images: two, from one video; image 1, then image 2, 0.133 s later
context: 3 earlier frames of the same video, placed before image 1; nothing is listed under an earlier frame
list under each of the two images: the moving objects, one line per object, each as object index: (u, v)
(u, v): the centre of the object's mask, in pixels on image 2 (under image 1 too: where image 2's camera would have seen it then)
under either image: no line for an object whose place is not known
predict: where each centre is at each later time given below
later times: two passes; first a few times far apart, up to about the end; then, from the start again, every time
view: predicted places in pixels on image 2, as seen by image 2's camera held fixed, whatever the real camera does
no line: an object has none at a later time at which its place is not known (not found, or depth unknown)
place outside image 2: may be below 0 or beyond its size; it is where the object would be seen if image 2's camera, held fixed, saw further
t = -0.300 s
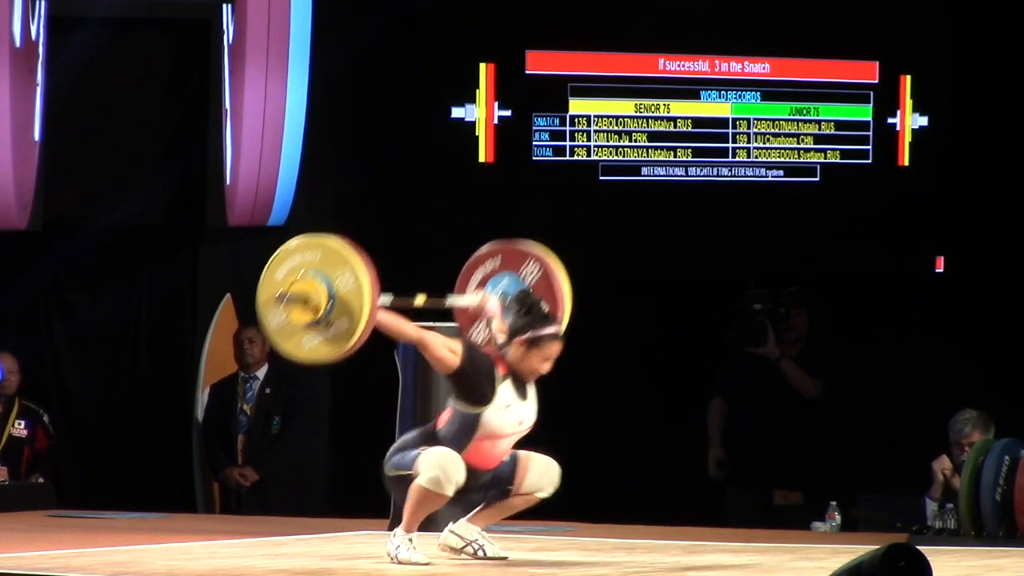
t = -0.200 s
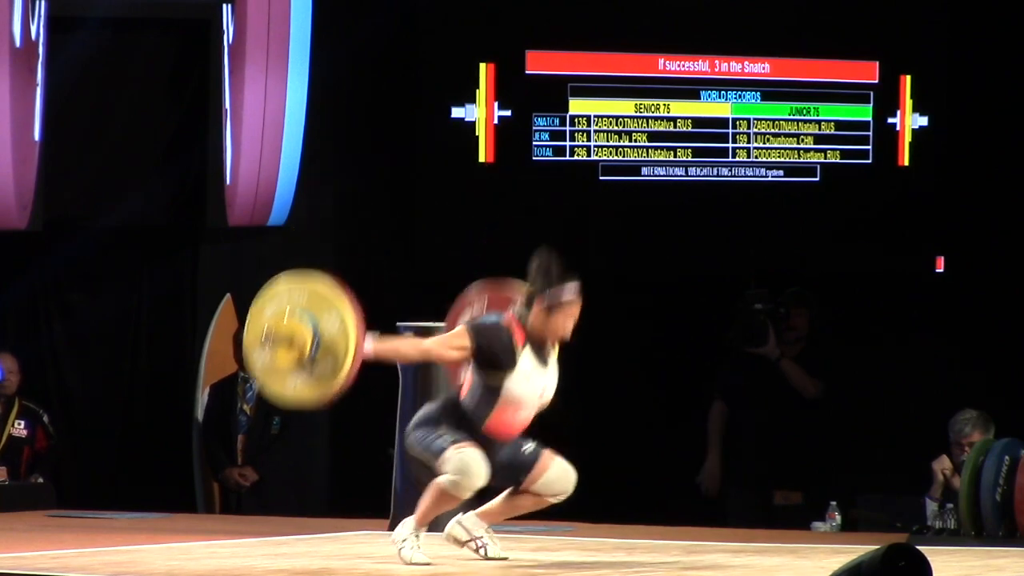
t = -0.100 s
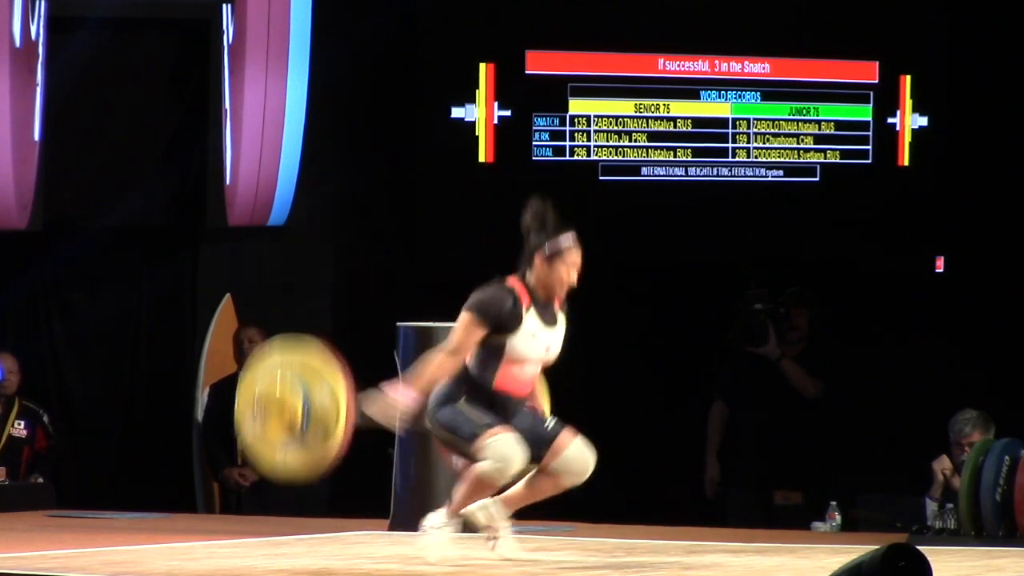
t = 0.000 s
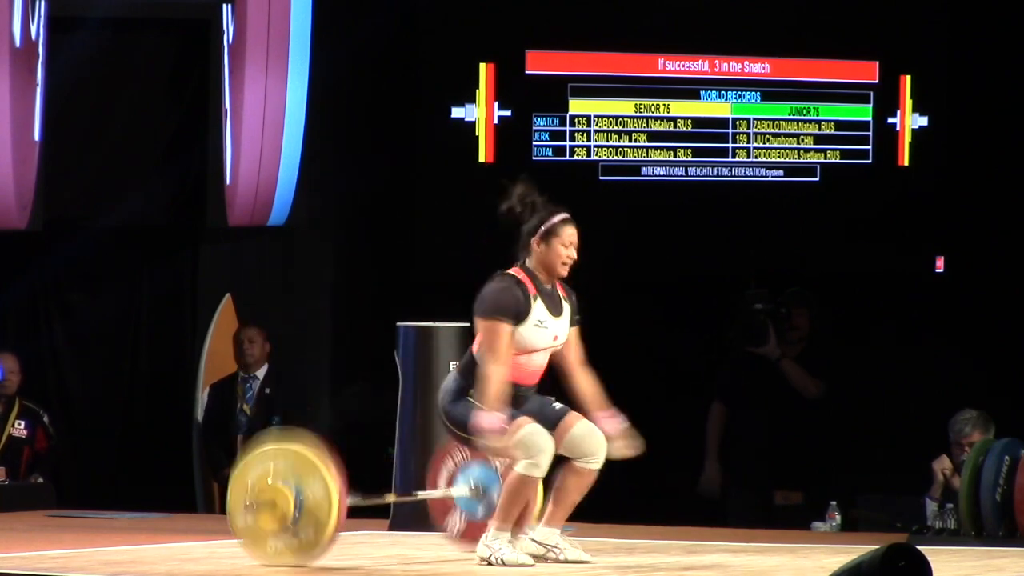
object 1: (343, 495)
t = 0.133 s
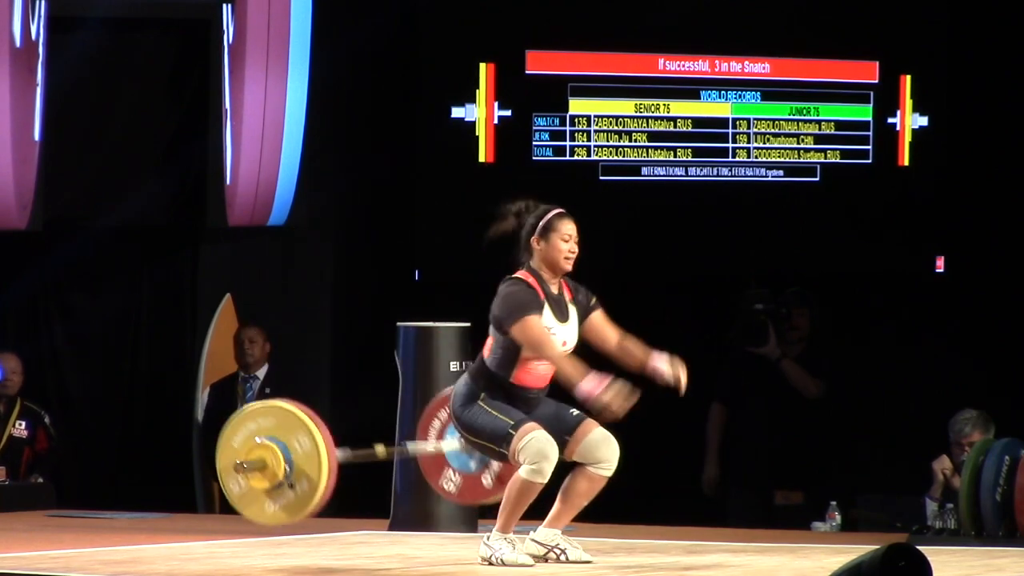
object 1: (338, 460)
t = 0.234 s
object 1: (339, 455)
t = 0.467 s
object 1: (343, 486)
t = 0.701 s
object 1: (332, 496)
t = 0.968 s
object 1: (322, 497)
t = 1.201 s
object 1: (314, 497)
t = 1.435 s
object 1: (308, 496)
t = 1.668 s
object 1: (303, 496)
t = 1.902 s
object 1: (299, 496)
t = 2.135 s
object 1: (297, 496)
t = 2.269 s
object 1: (293, 494)
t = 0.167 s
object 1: (337, 456)
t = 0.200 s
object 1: (338, 454)
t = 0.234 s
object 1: (339, 455)
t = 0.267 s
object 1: (342, 458)
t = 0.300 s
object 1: (344, 463)
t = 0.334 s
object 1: (347, 471)
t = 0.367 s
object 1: (348, 481)
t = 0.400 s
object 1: (347, 495)
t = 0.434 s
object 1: (343, 492)
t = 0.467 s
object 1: (343, 486)
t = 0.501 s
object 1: (342, 484)
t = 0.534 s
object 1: (340, 484)
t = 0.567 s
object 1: (339, 487)
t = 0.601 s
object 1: (338, 491)
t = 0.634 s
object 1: (336, 493)
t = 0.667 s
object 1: (334, 496)
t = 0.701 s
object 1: (332, 496)
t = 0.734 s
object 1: (331, 495)
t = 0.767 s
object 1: (329, 496)
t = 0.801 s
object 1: (327, 497)
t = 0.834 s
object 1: (325, 497)
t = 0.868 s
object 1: (325, 497)
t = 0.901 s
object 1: (324, 497)
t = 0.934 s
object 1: (323, 497)
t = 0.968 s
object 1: (322, 497)
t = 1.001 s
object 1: (322, 497)
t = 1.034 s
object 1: (321, 497)
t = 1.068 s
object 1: (319, 497)
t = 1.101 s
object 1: (319, 497)
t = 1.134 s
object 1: (317, 497)
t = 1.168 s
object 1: (316, 497)
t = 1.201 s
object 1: (314, 497)
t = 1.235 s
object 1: (313, 496)
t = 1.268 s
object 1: (312, 496)
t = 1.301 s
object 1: (312, 496)
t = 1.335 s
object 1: (311, 496)
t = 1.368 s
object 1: (310, 496)
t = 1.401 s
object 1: (309, 496)
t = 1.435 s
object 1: (308, 496)
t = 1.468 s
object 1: (307, 496)
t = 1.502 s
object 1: (306, 496)
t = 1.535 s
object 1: (306, 496)
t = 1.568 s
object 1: (305, 496)
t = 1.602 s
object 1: (304, 496)
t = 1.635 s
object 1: (304, 496)
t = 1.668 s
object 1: (303, 496)
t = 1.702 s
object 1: (302, 496)
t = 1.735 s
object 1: (302, 496)
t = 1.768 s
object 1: (301, 496)
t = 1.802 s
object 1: (301, 496)
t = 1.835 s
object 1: (300, 496)
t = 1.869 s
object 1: (300, 496)
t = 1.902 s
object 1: (299, 496)
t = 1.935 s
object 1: (299, 497)
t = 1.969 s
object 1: (299, 497)
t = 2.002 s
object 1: (299, 496)
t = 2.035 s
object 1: (298, 496)
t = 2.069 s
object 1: (298, 496)
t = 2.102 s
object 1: (298, 496)
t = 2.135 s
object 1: (297, 496)
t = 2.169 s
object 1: (296, 495)
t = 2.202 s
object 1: (294, 495)
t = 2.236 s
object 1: (294, 494)
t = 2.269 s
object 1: (293, 494)
